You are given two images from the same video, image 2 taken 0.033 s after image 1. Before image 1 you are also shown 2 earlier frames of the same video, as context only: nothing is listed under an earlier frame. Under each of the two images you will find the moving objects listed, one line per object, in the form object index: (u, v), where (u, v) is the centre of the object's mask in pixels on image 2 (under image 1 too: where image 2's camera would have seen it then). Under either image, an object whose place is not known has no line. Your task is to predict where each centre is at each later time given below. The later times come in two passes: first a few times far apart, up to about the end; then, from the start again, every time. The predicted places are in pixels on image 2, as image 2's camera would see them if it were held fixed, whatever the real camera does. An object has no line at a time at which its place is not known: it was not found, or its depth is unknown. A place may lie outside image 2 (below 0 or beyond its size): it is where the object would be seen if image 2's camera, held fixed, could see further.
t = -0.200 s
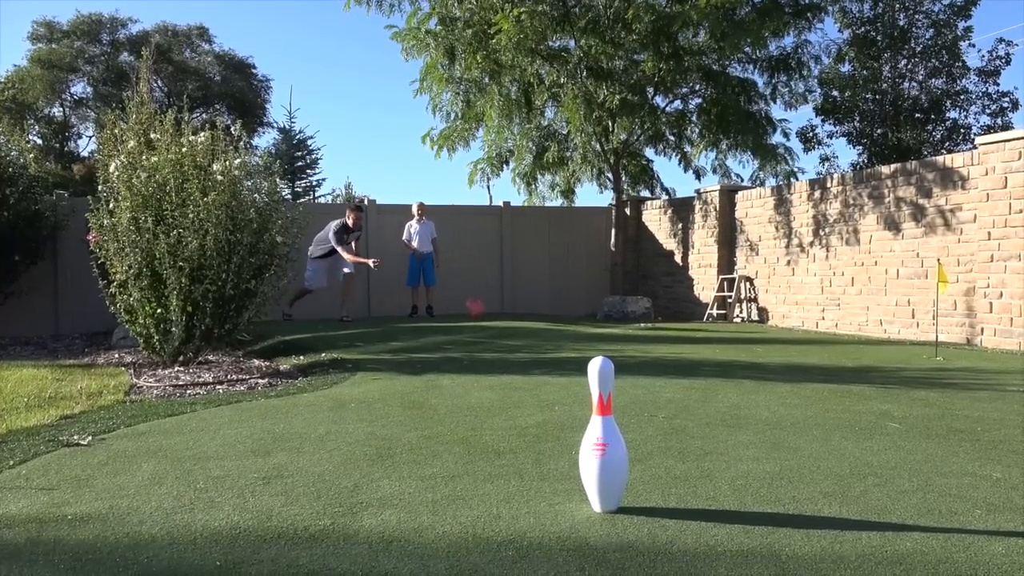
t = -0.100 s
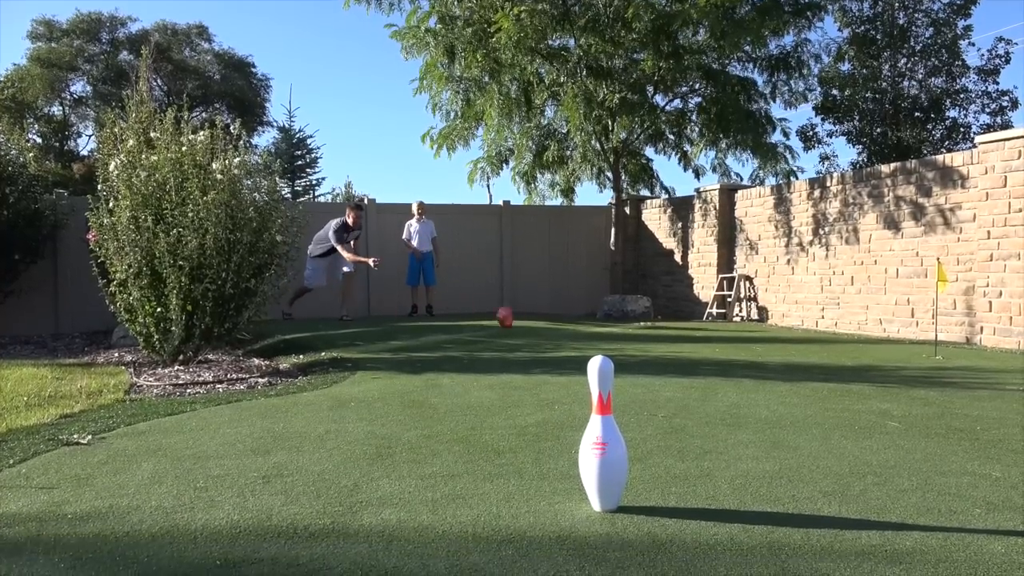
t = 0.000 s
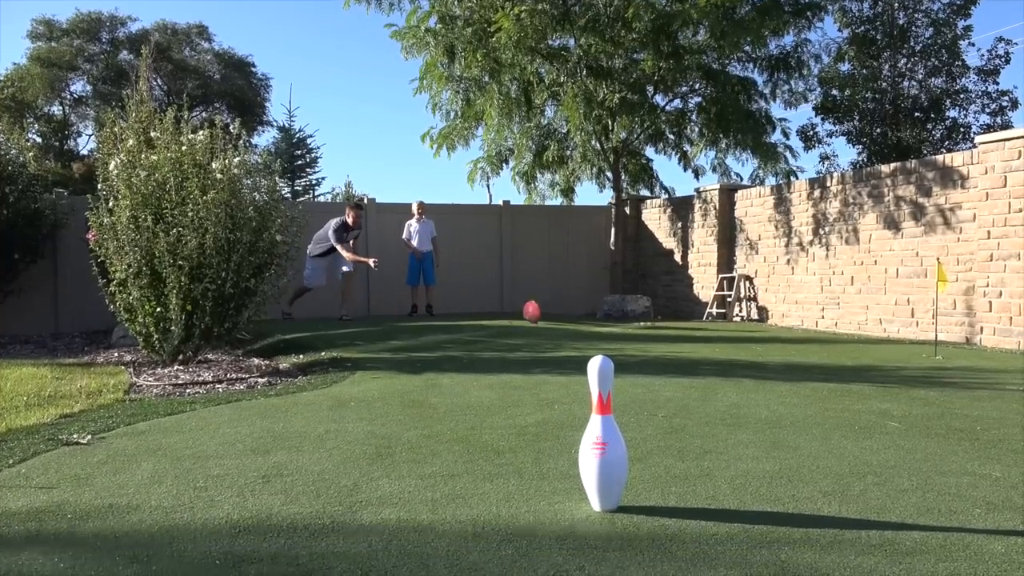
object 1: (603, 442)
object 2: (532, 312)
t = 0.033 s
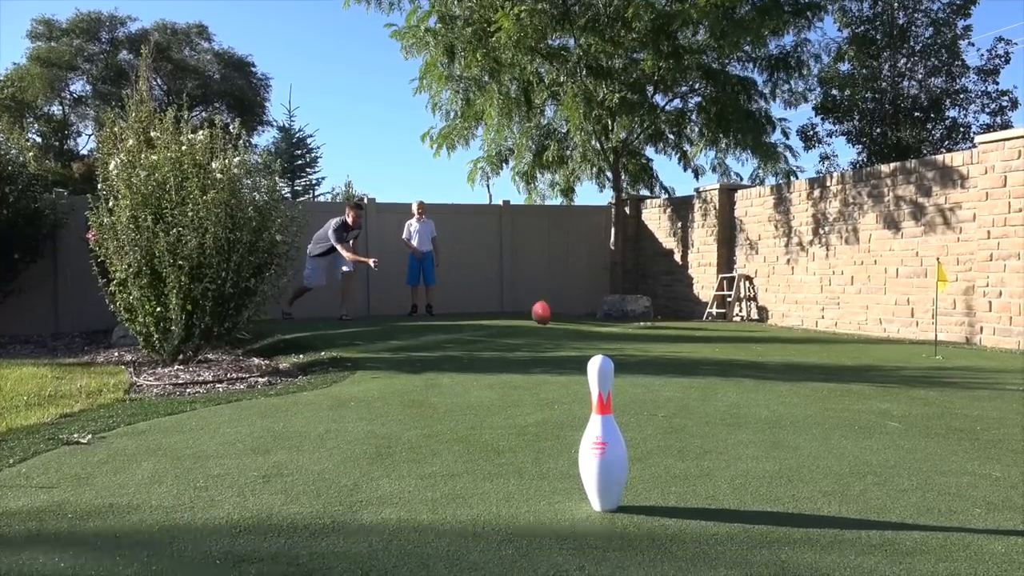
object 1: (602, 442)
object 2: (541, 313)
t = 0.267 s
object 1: (603, 442)
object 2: (606, 334)
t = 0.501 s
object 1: (602, 442)
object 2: (661, 340)
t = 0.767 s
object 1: (602, 441)
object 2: (716, 355)
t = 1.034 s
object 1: (603, 442)
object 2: (749, 377)
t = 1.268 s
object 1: (603, 442)
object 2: (751, 398)
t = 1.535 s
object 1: (603, 442)
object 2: (688, 435)
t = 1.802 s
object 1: (610, 455)
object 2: (499, 468)
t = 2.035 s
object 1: (625, 536)
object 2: (264, 478)
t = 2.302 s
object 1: (613, 556)
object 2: (32, 472)
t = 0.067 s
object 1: (603, 442)
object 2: (551, 315)
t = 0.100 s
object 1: (603, 442)
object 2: (560, 318)
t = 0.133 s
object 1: (603, 442)
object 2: (570, 323)
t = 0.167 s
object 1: (602, 442)
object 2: (579, 329)
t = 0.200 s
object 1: (603, 442)
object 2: (589, 329)
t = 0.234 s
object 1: (602, 442)
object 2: (596, 331)
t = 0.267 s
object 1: (603, 442)
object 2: (606, 334)
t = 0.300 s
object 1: (603, 442)
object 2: (615, 334)
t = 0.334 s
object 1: (603, 442)
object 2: (623, 336)
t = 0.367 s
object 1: (603, 442)
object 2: (630, 336)
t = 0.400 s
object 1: (603, 442)
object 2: (638, 336)
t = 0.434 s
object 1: (602, 442)
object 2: (646, 337)
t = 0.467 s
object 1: (603, 442)
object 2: (654, 340)
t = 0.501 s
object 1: (602, 442)
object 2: (661, 340)
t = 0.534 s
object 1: (602, 443)
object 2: (668, 341)
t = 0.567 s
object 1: (602, 443)
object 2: (676, 343)
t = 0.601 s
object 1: (602, 442)
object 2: (683, 346)
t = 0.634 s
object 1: (602, 442)
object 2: (689, 348)
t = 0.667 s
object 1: (602, 442)
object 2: (696, 348)
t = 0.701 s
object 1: (602, 442)
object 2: (704, 351)
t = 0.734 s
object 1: (603, 442)
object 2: (710, 354)
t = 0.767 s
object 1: (602, 441)
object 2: (716, 355)
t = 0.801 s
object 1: (603, 441)
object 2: (720, 357)
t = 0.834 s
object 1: (603, 441)
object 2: (726, 359)
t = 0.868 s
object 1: (603, 442)
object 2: (731, 362)
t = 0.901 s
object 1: (603, 441)
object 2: (735, 365)
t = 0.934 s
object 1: (603, 442)
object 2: (739, 368)
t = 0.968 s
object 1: (603, 441)
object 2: (743, 370)
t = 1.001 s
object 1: (603, 441)
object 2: (747, 374)
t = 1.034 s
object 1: (603, 442)
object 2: (749, 377)
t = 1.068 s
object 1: (603, 442)
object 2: (751, 380)
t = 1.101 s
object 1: (603, 442)
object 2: (754, 383)
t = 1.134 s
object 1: (603, 442)
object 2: (755, 386)
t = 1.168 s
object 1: (603, 442)
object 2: (754, 389)
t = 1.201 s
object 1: (603, 442)
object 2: (754, 392)
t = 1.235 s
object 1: (603, 442)
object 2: (753, 395)
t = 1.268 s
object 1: (603, 442)
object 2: (751, 398)
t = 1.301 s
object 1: (603, 441)
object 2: (747, 402)
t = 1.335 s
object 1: (603, 442)
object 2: (743, 407)
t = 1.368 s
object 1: (603, 441)
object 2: (738, 412)
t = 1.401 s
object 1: (603, 442)
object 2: (731, 415)
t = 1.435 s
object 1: (603, 441)
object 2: (723, 420)
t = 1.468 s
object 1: (603, 441)
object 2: (713, 426)
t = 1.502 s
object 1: (603, 442)
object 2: (702, 430)
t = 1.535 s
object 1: (603, 442)
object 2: (688, 435)
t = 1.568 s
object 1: (603, 441)
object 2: (673, 439)
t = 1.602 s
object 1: (603, 441)
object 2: (655, 443)
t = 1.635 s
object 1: (603, 441)
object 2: (642, 448)
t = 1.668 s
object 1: (603, 442)
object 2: (632, 453)
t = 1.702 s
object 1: (604, 444)
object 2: (569, 458)
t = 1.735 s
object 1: (606, 449)
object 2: (554, 463)
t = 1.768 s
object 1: (608, 452)
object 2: (530, 466)
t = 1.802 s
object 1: (610, 455)
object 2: (499, 468)
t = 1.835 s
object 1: (611, 456)
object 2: (468, 470)
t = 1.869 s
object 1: (612, 458)
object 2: (437, 473)
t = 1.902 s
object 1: (614, 464)
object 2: (404, 475)
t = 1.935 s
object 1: (616, 475)
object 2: (369, 478)
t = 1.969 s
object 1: (620, 493)
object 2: (332, 479)
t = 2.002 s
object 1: (622, 518)
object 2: (297, 479)
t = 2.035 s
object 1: (625, 536)
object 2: (264, 478)
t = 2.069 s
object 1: (624, 531)
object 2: (231, 478)
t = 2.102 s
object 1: (624, 532)
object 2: (198, 479)
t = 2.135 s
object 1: (623, 538)
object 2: (165, 479)
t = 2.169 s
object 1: (623, 541)
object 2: (134, 479)
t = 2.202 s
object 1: (621, 548)
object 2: (103, 479)
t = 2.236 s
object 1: (618, 554)
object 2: (75, 477)
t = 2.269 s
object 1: (615, 554)
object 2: (48, 475)
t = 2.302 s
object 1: (613, 556)
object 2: (32, 472)
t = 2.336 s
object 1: (608, 556)
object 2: (21, 470)
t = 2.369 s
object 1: (602, 555)
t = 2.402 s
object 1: (597, 555)
